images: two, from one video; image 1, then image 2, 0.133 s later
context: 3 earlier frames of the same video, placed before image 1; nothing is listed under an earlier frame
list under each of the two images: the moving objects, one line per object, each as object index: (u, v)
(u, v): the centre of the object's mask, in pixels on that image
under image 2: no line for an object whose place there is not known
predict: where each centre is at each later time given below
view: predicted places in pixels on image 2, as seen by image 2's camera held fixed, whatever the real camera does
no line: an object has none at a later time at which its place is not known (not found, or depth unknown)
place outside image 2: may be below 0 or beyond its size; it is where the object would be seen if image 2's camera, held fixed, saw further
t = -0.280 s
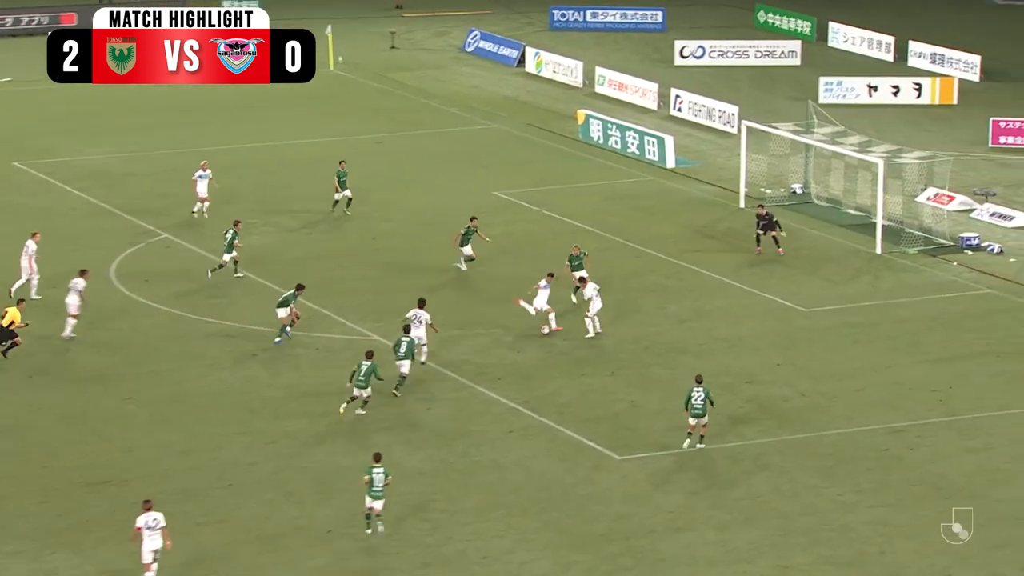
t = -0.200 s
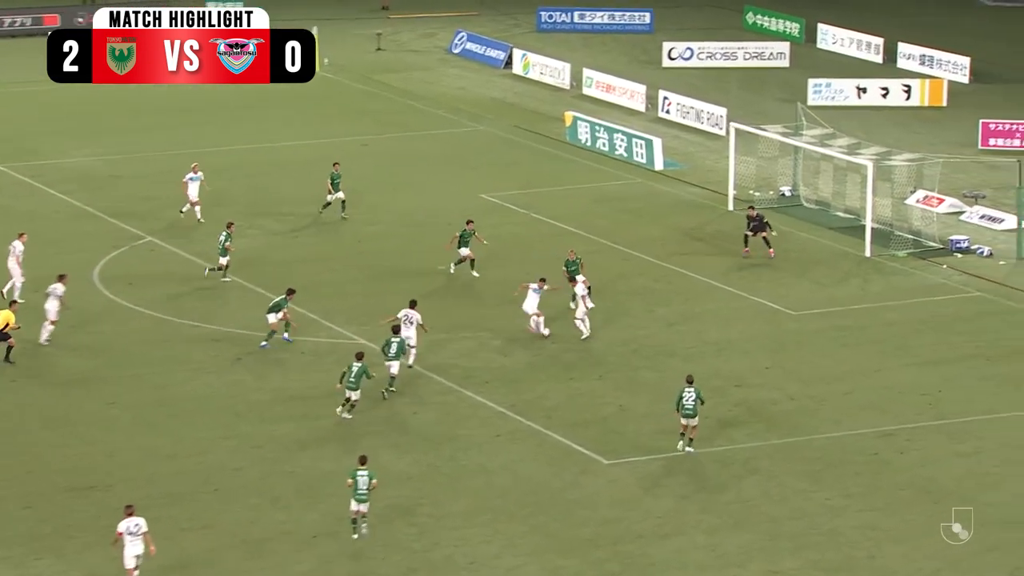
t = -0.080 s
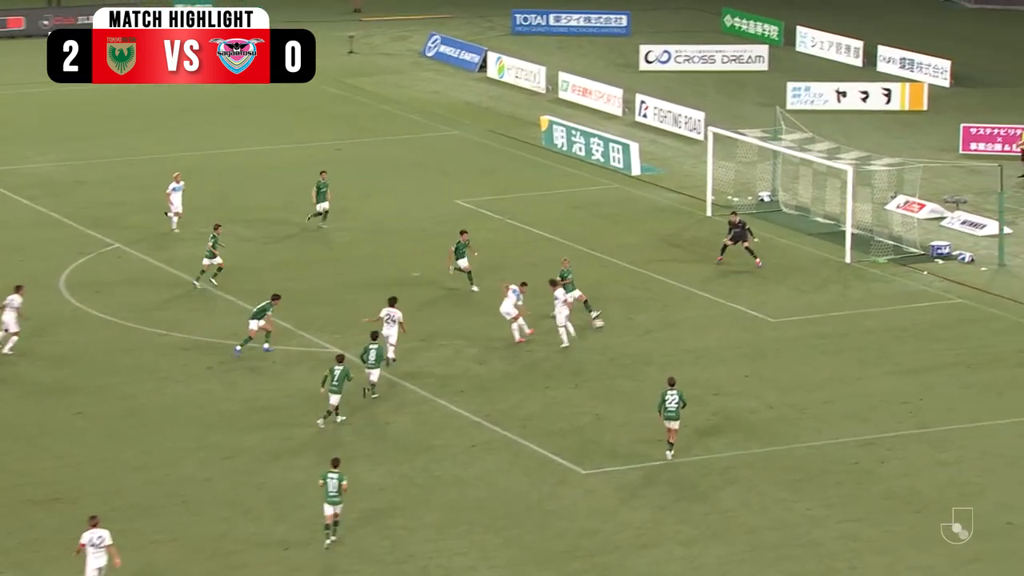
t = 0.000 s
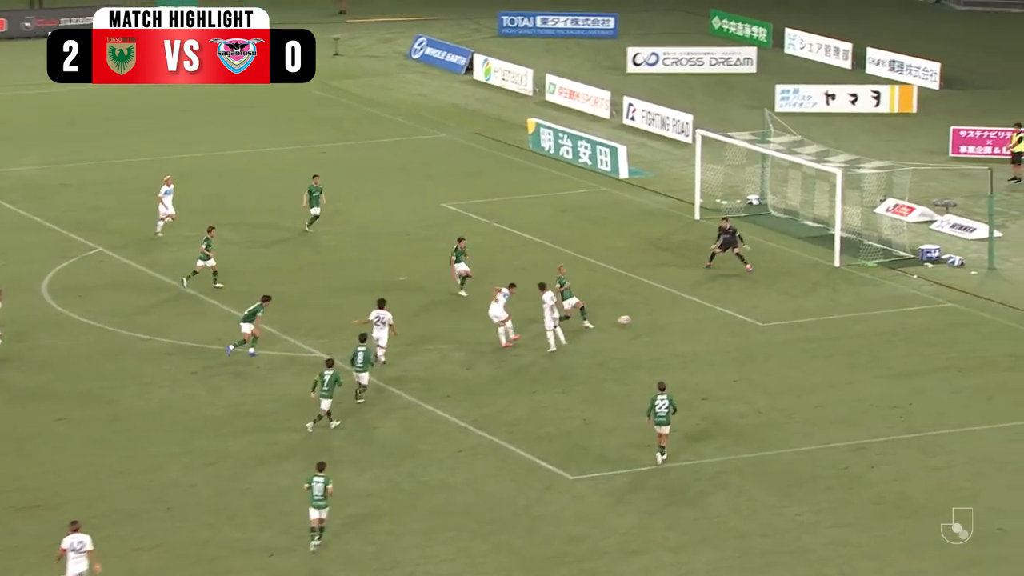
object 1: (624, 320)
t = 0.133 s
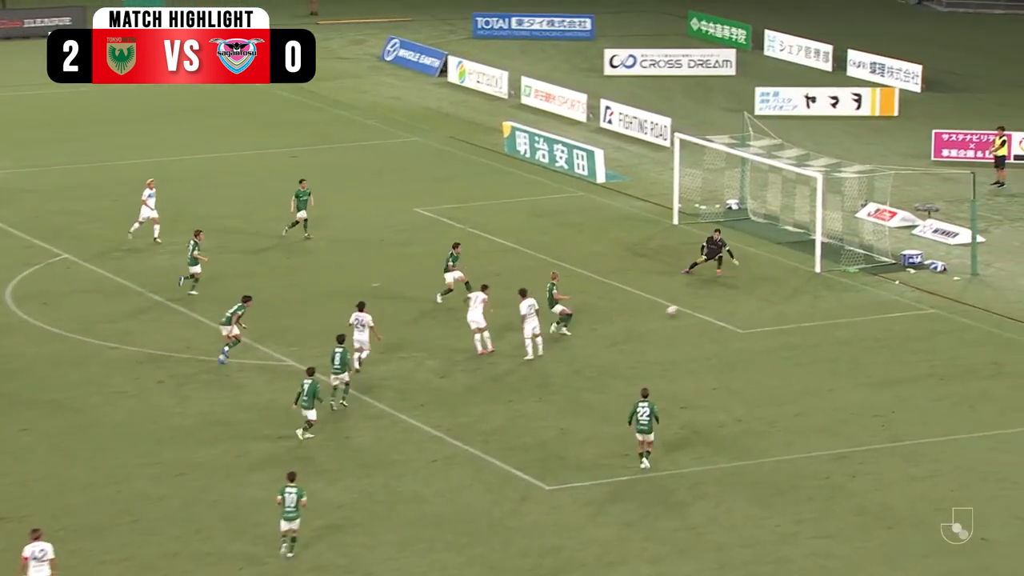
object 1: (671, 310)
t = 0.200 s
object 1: (704, 303)
